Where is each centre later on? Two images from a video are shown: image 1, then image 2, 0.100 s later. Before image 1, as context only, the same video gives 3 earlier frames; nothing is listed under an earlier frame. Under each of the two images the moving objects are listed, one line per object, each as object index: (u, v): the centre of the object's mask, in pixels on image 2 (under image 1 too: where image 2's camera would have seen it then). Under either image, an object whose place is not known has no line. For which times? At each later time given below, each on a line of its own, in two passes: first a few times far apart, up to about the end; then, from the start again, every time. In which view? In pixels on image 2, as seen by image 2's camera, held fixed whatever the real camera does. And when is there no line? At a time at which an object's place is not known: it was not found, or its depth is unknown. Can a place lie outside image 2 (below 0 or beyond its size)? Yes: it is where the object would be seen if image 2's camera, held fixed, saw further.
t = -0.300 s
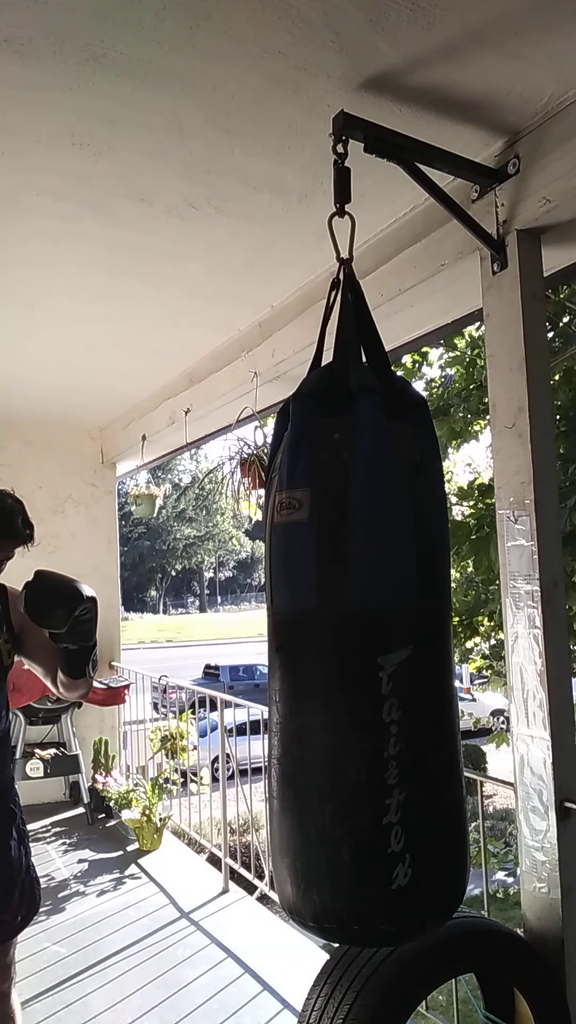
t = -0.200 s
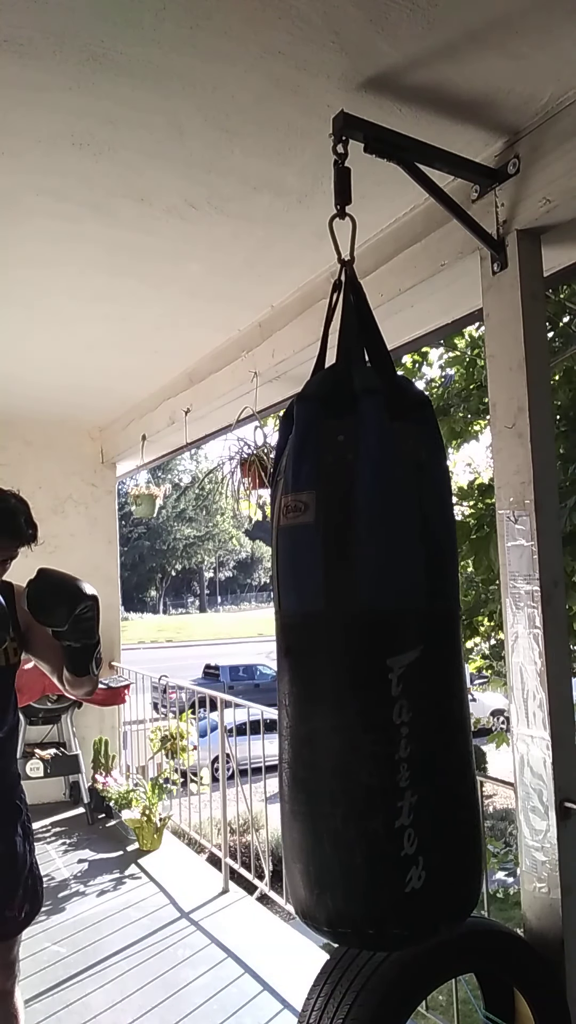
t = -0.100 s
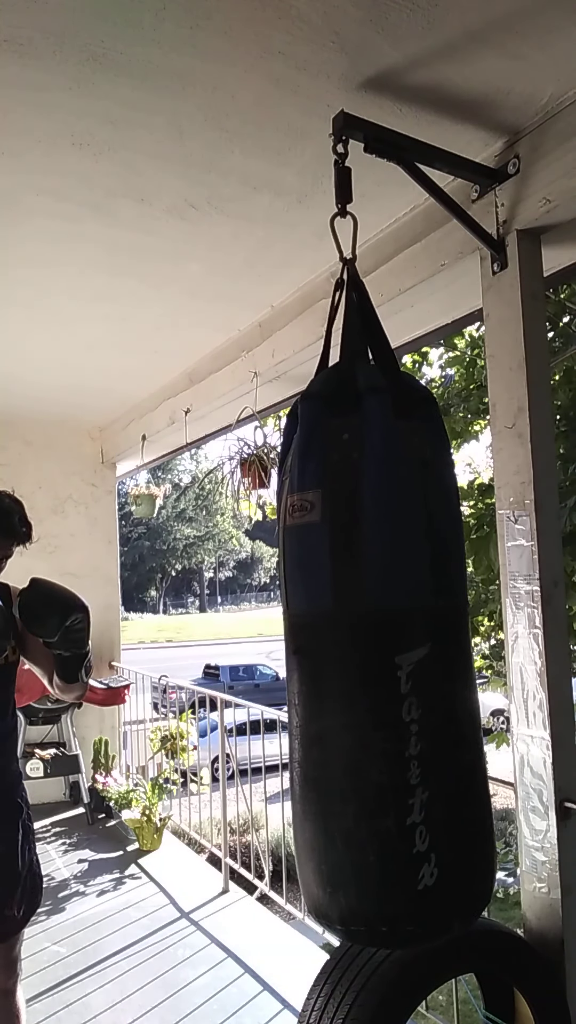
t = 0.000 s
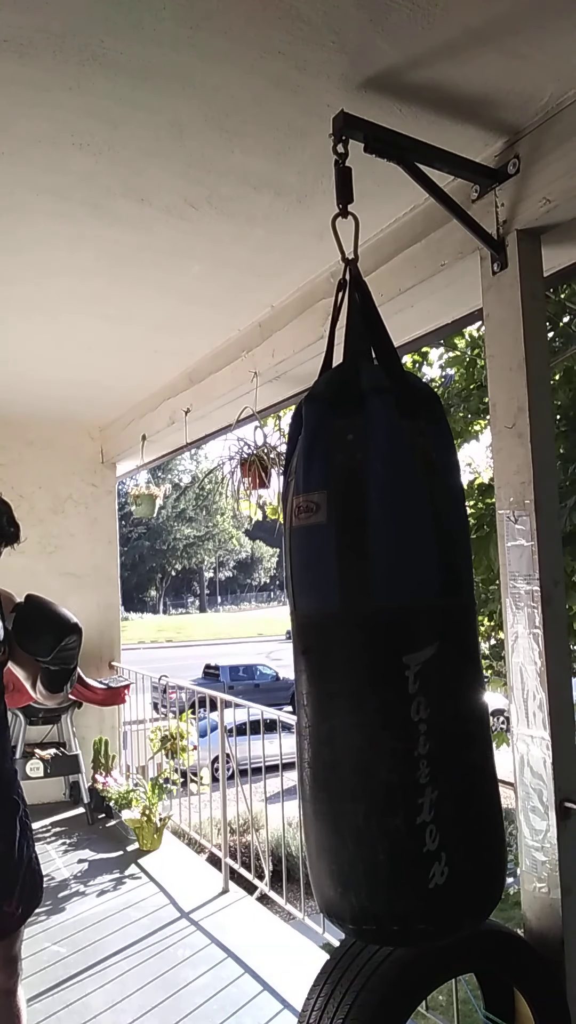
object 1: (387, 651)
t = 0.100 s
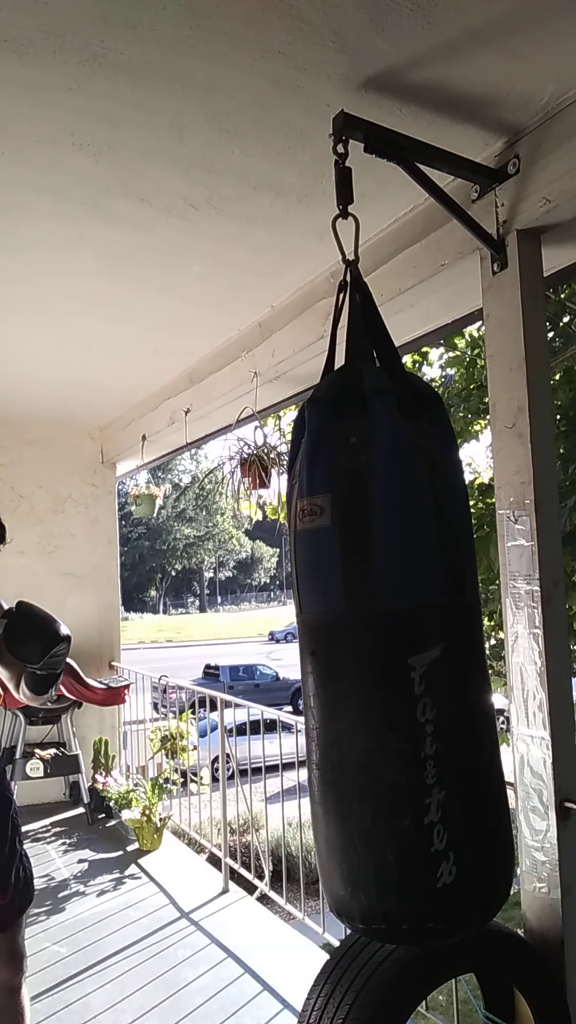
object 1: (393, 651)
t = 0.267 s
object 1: (397, 647)
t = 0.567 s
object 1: (389, 637)
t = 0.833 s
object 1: (369, 633)
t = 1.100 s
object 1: (348, 633)
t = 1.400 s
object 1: (333, 638)
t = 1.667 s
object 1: (335, 645)
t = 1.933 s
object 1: (353, 651)
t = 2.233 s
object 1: (380, 650)
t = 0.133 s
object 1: (394, 649)
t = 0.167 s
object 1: (395, 645)
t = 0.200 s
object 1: (396, 644)
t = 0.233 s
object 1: (397, 647)
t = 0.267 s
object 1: (397, 647)
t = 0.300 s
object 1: (397, 644)
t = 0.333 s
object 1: (397, 643)
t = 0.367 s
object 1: (396, 642)
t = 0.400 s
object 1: (396, 640)
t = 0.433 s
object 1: (395, 639)
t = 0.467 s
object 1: (394, 641)
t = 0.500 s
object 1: (392, 638)
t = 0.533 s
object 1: (390, 638)
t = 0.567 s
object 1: (389, 637)
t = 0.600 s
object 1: (387, 637)
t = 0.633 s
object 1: (385, 637)
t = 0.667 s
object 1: (383, 636)
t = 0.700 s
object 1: (380, 634)
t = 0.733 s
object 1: (377, 632)
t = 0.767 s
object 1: (375, 633)
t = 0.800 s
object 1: (372, 633)
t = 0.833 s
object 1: (369, 633)
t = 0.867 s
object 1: (367, 632)
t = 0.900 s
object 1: (364, 632)
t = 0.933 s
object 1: (361, 631)
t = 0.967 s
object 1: (358, 631)
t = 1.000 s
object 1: (356, 631)
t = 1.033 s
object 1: (353, 632)
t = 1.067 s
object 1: (350, 633)
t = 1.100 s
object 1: (348, 633)
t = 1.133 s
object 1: (346, 633)
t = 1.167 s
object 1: (344, 633)
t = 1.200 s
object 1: (342, 633)
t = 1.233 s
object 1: (339, 633)
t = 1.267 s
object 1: (338, 634)
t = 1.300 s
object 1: (336, 635)
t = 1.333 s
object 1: (335, 636)
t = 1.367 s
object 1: (334, 637)
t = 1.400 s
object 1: (333, 638)
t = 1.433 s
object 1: (332, 638)
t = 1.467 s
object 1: (332, 638)
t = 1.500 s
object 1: (332, 639)
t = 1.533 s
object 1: (332, 640)
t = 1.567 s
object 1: (332, 642)
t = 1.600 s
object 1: (333, 644)
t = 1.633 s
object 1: (334, 645)
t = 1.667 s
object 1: (335, 645)
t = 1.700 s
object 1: (337, 645)
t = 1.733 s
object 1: (338, 645)
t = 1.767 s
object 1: (340, 646)
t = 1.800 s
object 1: (342, 648)
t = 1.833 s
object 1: (345, 649)
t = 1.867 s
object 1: (347, 651)
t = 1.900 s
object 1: (350, 651)
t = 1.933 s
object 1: (353, 651)
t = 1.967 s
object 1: (355, 650)
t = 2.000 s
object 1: (359, 650)
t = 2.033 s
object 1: (362, 651)
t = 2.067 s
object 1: (365, 651)
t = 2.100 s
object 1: (368, 652)
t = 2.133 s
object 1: (371, 652)
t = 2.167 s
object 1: (374, 652)
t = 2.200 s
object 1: (377, 651)
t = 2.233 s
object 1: (380, 650)
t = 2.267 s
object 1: (383, 649)
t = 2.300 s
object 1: (385, 650)
